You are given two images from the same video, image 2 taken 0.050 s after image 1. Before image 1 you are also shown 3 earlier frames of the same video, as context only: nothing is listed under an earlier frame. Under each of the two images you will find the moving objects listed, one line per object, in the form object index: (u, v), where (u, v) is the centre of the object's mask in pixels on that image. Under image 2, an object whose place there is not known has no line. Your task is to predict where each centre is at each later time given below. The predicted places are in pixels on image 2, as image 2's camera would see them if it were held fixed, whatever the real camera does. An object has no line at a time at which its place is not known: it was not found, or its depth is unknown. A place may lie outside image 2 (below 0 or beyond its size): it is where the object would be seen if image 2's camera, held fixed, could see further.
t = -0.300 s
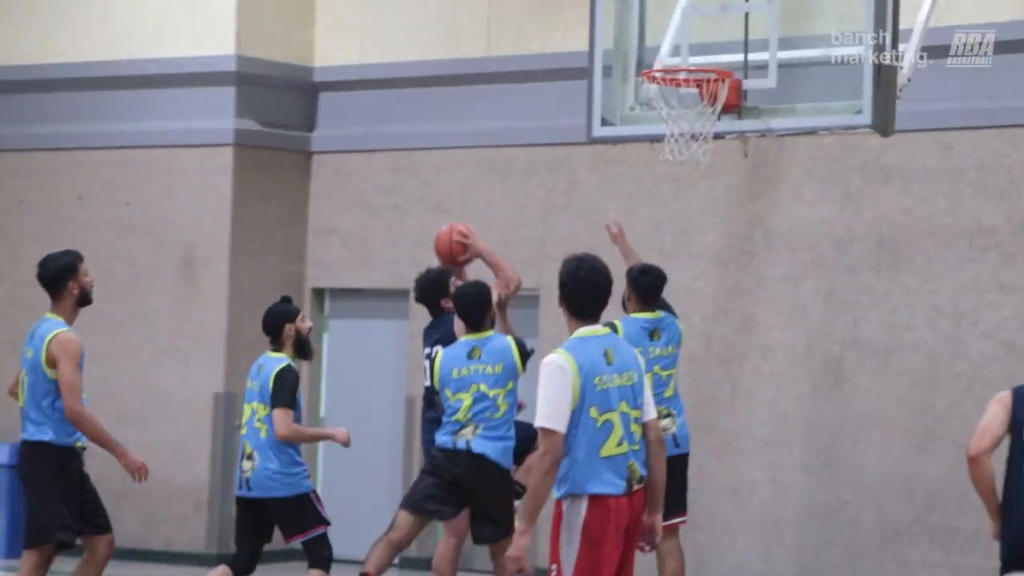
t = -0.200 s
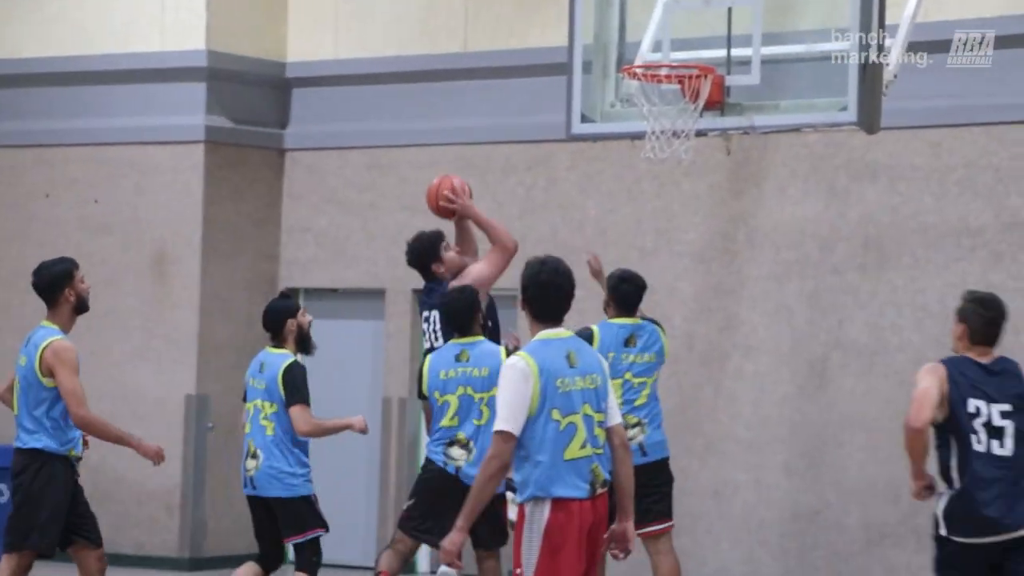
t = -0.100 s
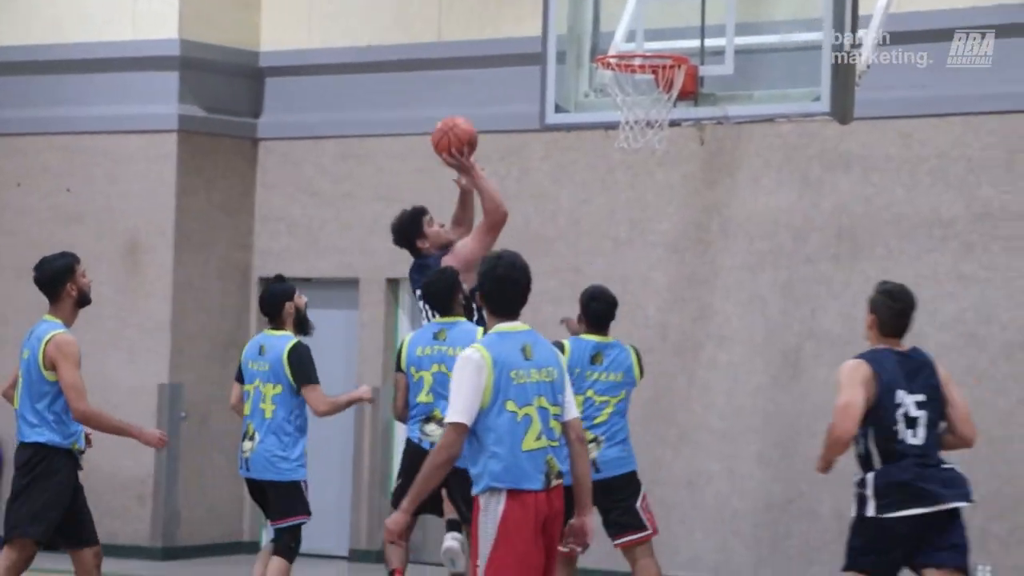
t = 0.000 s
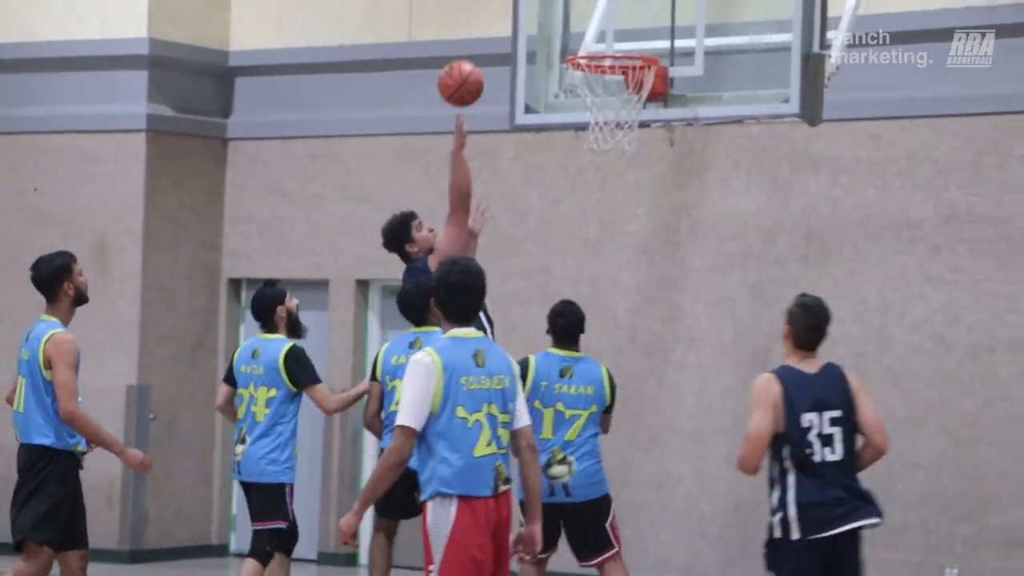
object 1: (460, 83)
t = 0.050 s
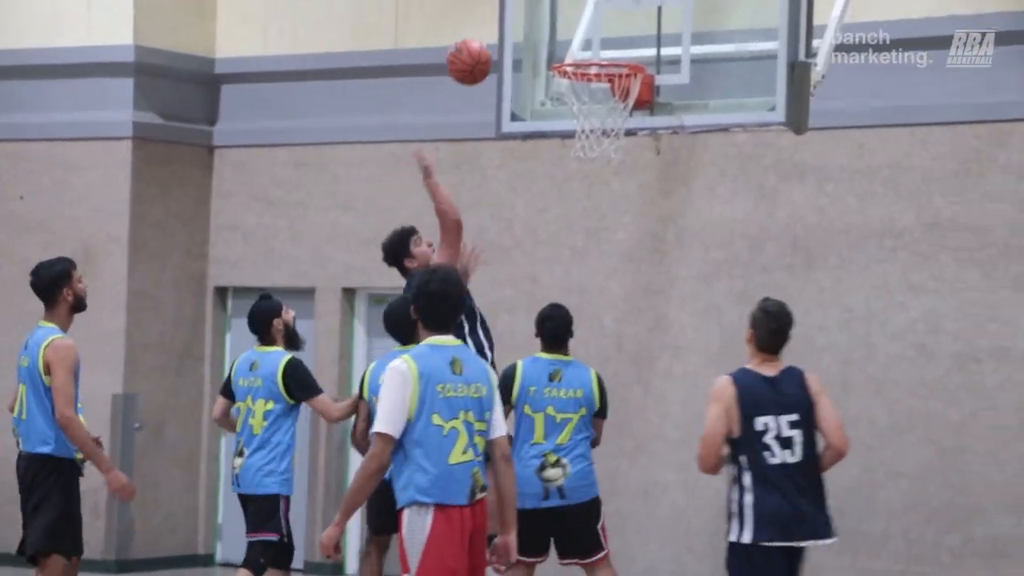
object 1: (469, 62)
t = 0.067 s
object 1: (476, 53)
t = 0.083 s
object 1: (483, 45)
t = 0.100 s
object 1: (491, 37)
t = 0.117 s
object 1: (498, 30)
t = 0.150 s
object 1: (512, 17)
